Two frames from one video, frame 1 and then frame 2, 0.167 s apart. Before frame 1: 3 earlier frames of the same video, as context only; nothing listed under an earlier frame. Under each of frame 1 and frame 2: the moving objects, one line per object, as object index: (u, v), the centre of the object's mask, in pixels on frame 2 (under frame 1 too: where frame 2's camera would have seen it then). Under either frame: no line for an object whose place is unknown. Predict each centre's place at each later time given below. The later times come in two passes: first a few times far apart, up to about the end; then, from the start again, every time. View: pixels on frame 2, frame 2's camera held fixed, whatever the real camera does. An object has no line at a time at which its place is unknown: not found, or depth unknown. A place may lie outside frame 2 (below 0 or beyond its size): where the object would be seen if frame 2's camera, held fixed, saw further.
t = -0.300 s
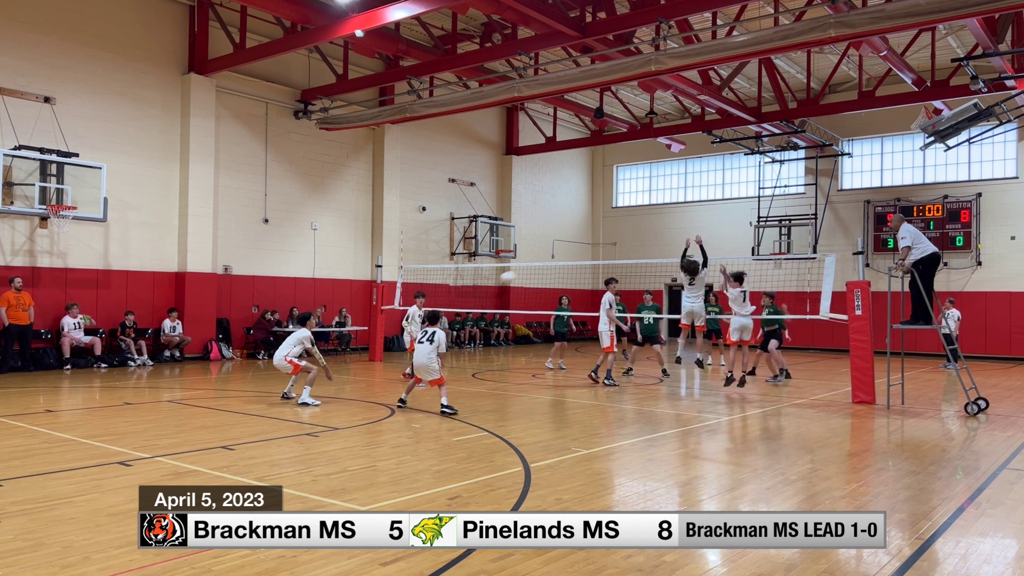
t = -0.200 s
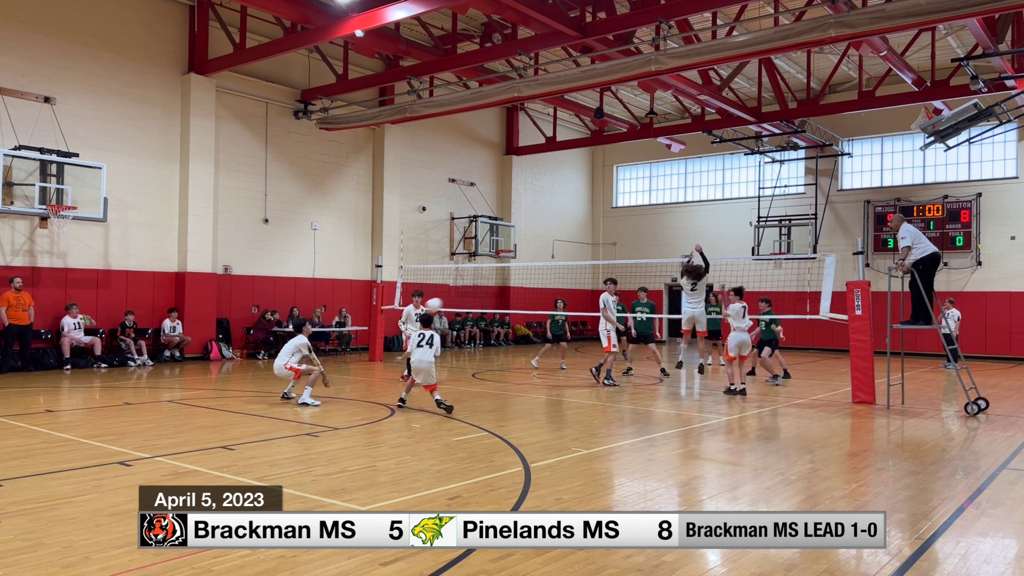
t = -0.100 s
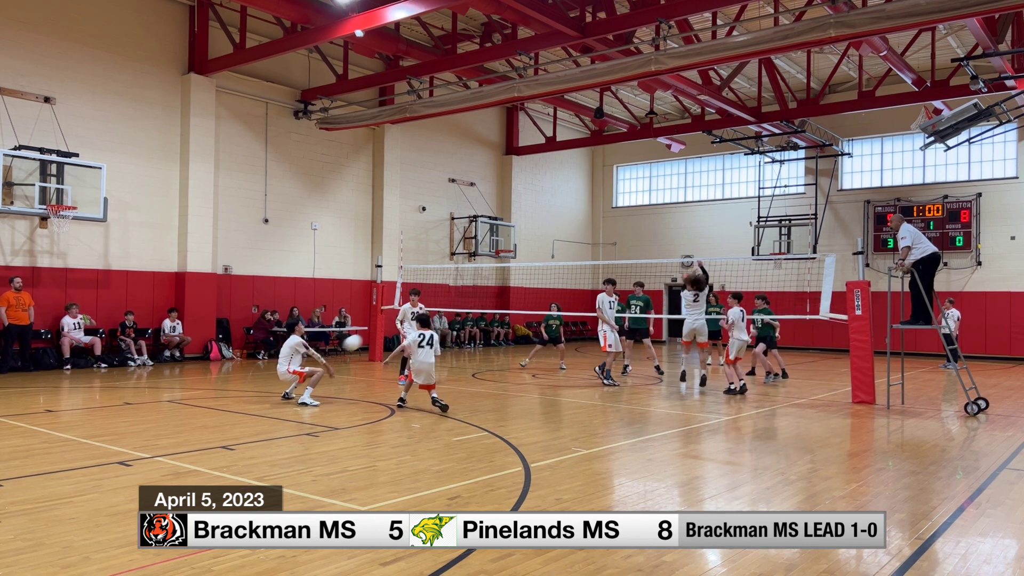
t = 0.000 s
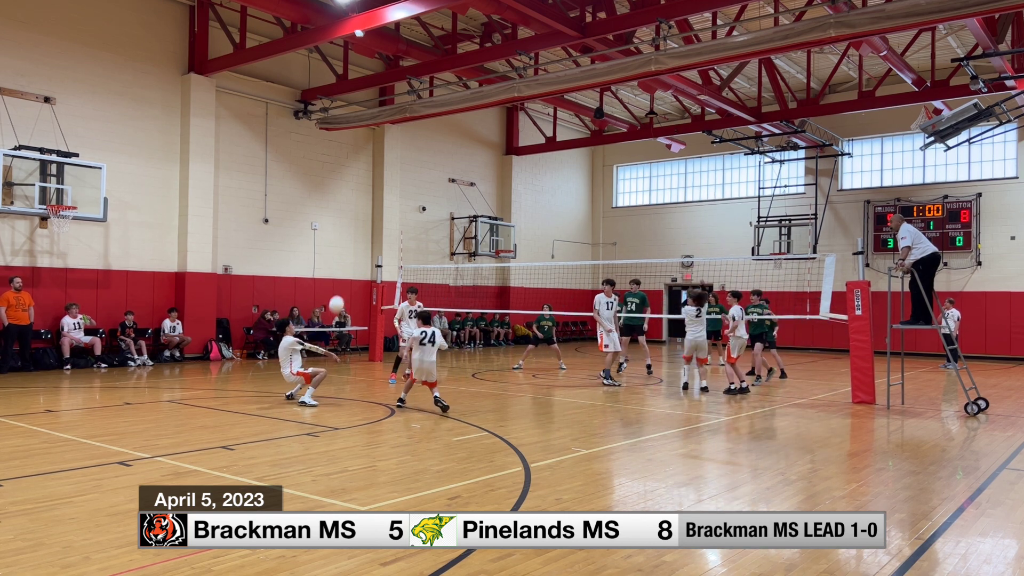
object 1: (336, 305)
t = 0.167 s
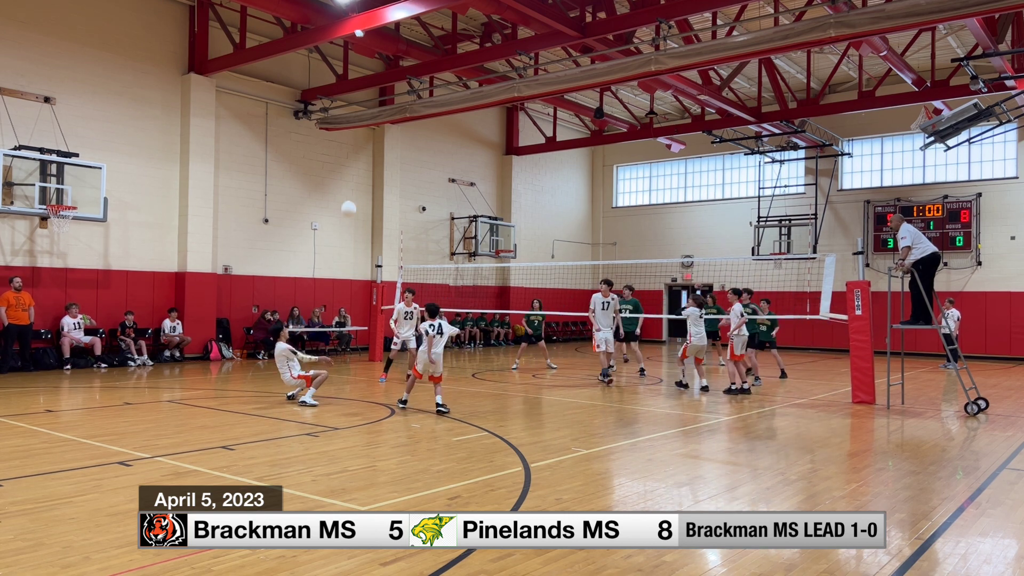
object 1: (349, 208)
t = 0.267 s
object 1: (354, 161)
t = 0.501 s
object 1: (363, 86)
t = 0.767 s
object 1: (370, 44)
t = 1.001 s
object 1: (374, 45)
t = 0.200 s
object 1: (351, 192)
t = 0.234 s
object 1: (352, 176)
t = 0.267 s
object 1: (354, 161)
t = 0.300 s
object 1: (355, 149)
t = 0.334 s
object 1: (357, 137)
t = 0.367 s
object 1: (358, 125)
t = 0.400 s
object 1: (360, 114)
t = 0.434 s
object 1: (361, 103)
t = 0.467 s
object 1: (362, 94)
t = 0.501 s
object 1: (363, 86)
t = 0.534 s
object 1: (364, 78)
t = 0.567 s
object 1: (365, 71)
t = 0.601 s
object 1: (366, 64)
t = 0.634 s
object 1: (367, 59)
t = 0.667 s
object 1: (368, 54)
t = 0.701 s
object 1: (368, 50)
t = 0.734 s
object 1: (369, 47)
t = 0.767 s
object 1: (370, 44)
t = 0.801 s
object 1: (371, 42)
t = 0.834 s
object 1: (371, 41)
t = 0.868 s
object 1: (372, 41)
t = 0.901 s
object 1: (373, 41)
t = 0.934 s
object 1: (373, 41)
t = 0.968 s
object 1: (374, 43)
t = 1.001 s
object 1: (374, 45)
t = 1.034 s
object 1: (375, 48)
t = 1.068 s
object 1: (376, 51)
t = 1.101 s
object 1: (376, 55)
